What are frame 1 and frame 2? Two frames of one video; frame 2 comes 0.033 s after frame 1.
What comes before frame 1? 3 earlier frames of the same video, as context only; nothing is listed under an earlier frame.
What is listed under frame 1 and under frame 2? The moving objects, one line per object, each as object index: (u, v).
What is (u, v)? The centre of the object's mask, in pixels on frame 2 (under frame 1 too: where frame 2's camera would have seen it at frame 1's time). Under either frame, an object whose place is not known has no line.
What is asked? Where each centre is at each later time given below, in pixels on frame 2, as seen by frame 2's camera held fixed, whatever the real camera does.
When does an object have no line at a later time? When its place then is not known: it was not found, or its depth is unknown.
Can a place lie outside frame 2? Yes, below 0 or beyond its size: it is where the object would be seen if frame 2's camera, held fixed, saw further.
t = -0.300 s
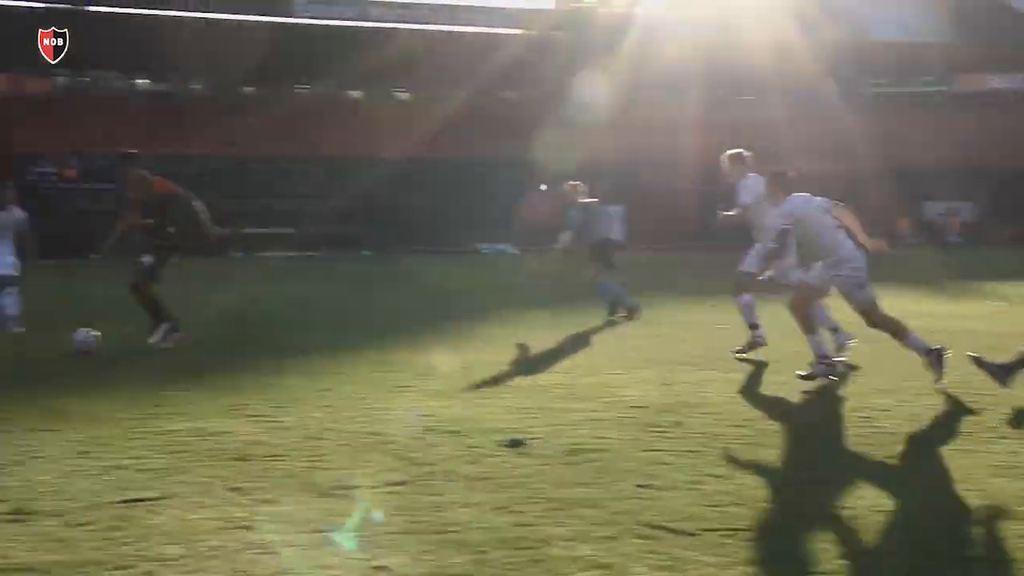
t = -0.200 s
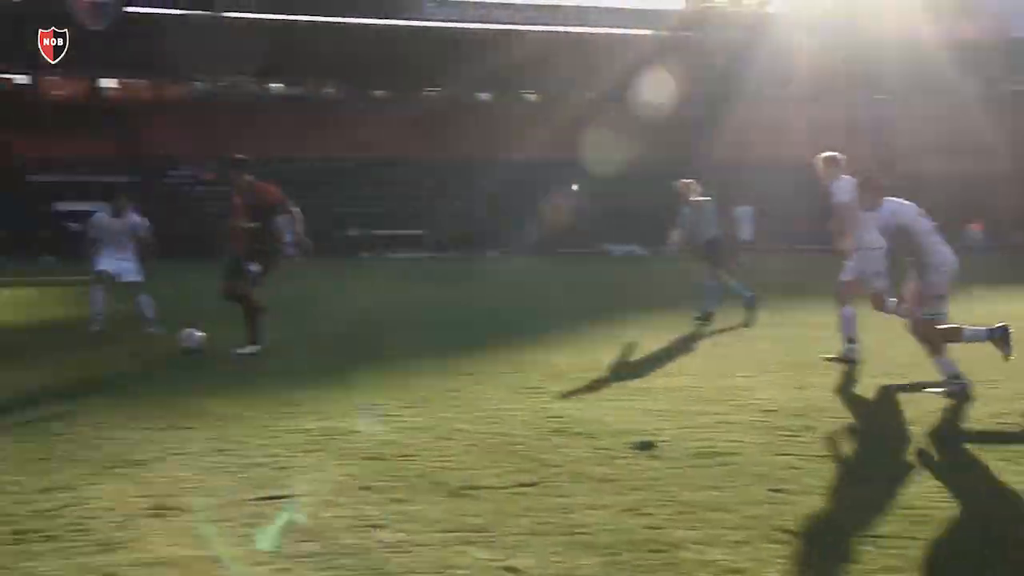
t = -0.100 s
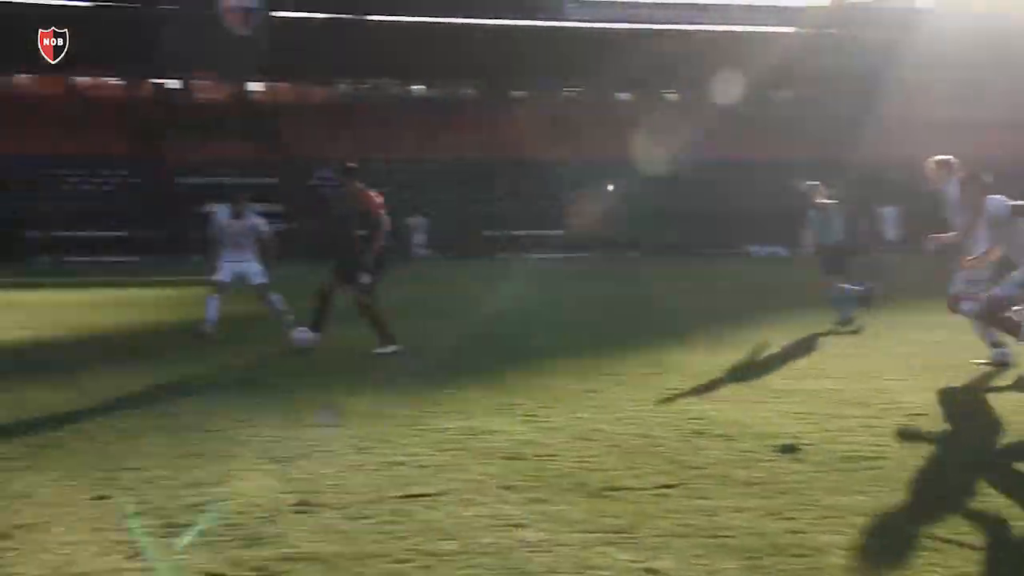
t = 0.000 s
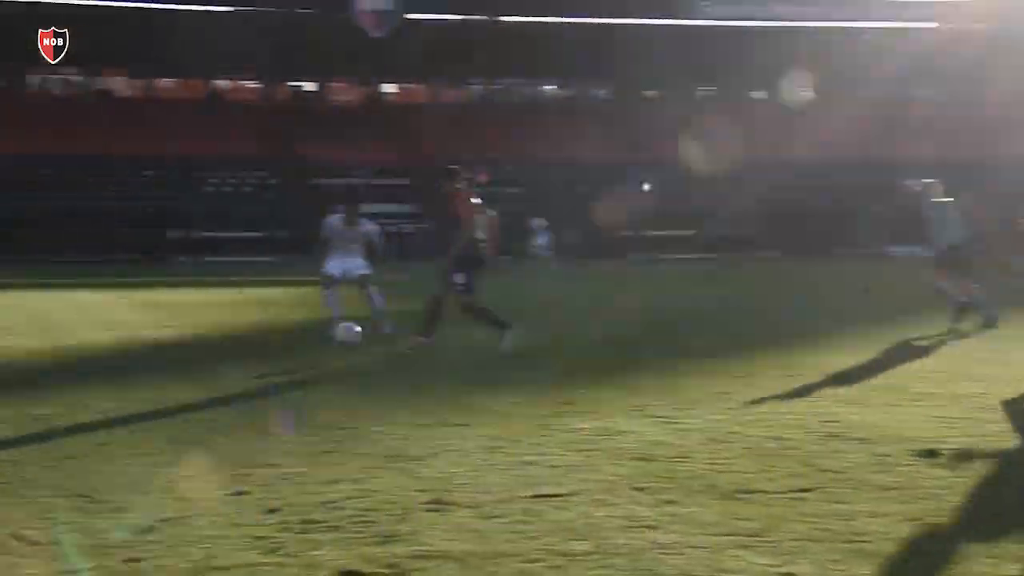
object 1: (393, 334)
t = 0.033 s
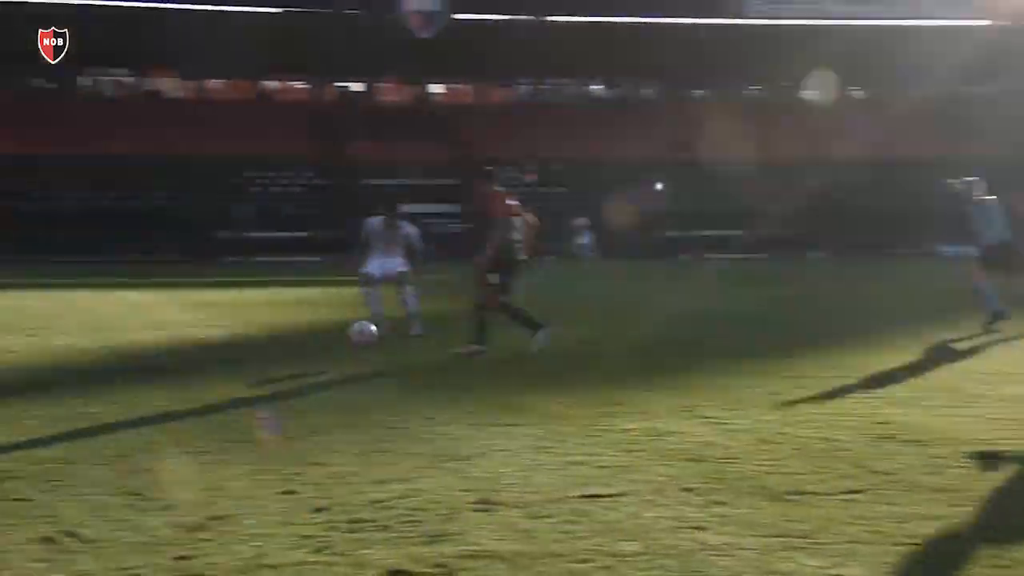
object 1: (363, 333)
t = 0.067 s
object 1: (334, 333)
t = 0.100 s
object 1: (304, 335)
